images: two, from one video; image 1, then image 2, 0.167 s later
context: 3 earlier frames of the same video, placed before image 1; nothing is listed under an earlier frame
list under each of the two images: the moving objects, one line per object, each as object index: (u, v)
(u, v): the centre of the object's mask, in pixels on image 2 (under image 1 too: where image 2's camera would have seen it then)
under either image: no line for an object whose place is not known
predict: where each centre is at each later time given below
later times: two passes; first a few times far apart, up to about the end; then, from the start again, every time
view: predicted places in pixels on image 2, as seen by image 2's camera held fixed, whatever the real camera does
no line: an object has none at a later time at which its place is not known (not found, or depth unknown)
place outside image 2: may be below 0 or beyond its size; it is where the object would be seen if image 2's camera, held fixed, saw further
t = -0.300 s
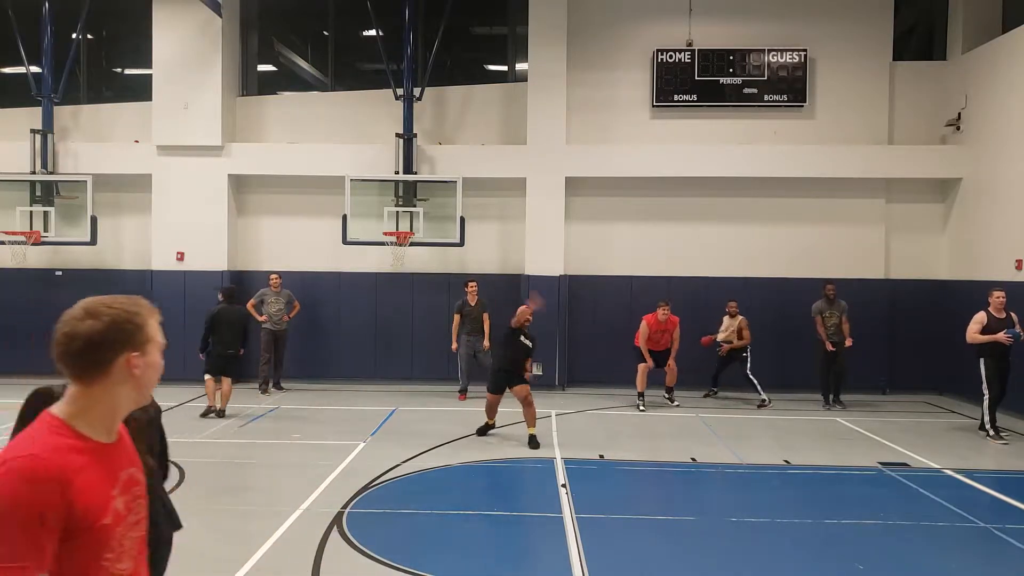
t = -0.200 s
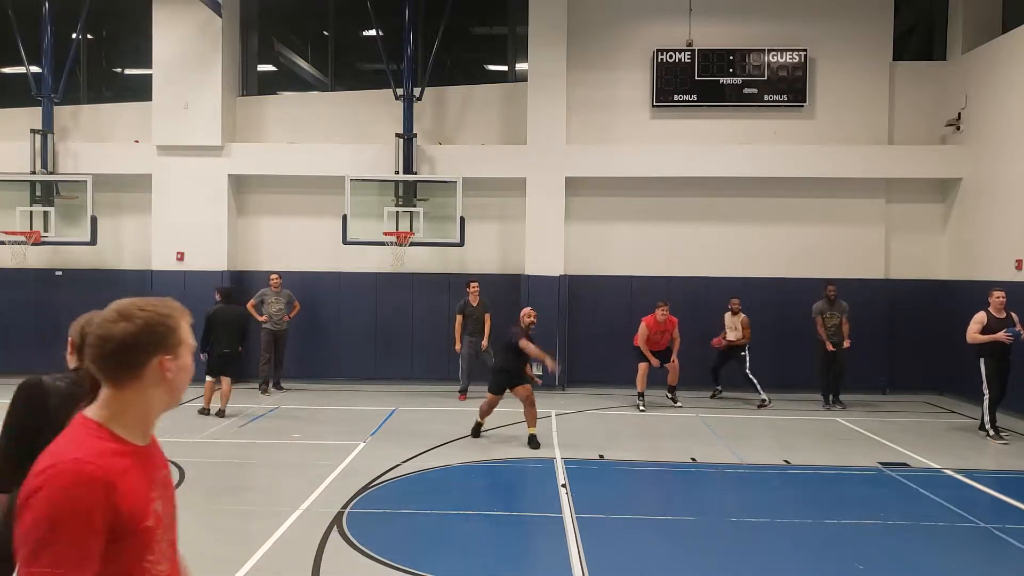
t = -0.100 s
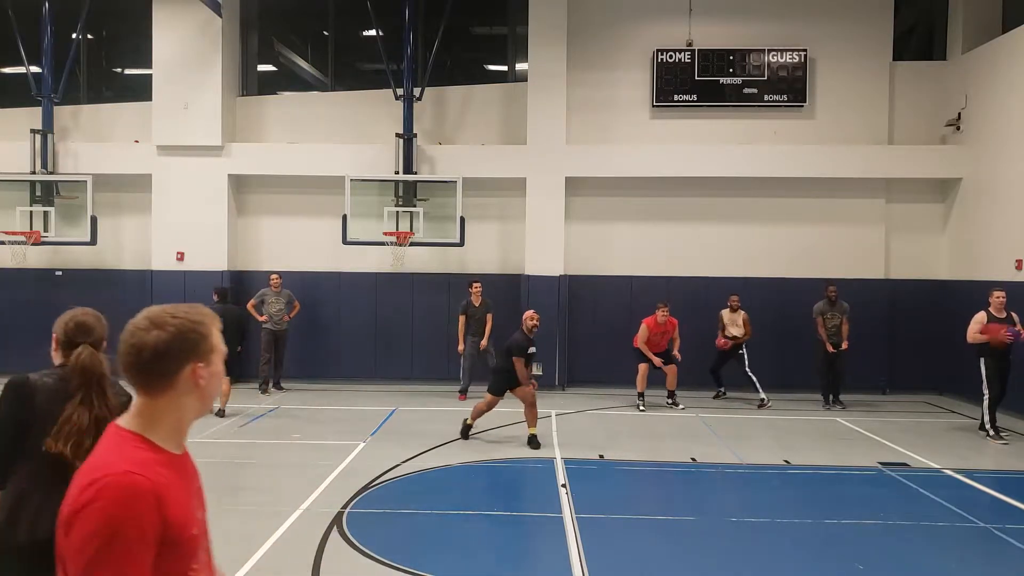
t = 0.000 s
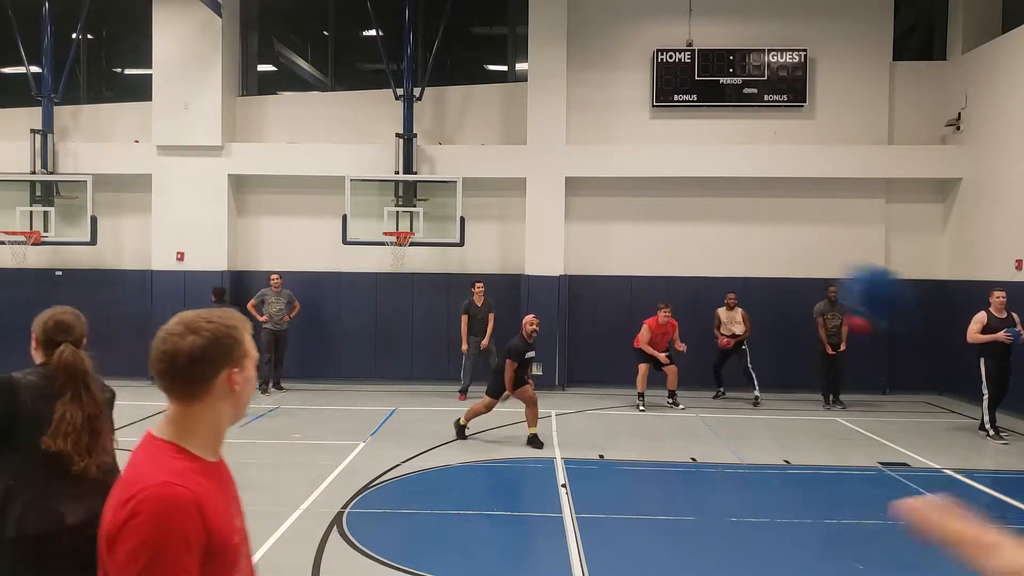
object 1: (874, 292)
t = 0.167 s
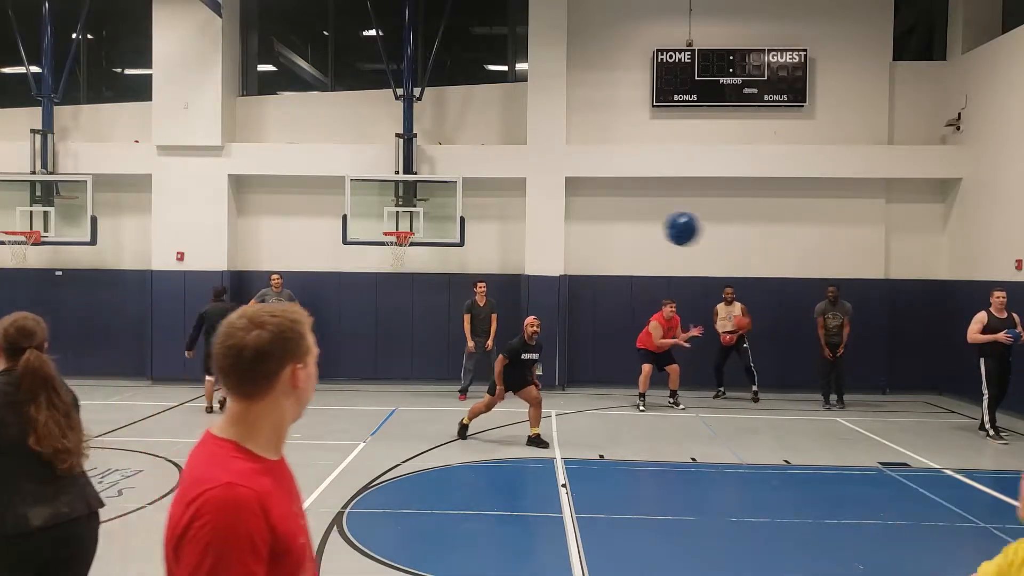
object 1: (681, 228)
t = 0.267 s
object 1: (627, 225)
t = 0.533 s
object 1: (549, 257)
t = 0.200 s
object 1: (661, 225)
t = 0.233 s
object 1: (643, 224)
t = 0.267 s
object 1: (627, 225)
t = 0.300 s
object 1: (613, 226)
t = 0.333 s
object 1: (601, 229)
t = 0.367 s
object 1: (590, 233)
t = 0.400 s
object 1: (580, 237)
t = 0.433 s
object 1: (571, 241)
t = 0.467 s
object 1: (563, 246)
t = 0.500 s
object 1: (556, 251)
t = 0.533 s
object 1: (549, 257)
